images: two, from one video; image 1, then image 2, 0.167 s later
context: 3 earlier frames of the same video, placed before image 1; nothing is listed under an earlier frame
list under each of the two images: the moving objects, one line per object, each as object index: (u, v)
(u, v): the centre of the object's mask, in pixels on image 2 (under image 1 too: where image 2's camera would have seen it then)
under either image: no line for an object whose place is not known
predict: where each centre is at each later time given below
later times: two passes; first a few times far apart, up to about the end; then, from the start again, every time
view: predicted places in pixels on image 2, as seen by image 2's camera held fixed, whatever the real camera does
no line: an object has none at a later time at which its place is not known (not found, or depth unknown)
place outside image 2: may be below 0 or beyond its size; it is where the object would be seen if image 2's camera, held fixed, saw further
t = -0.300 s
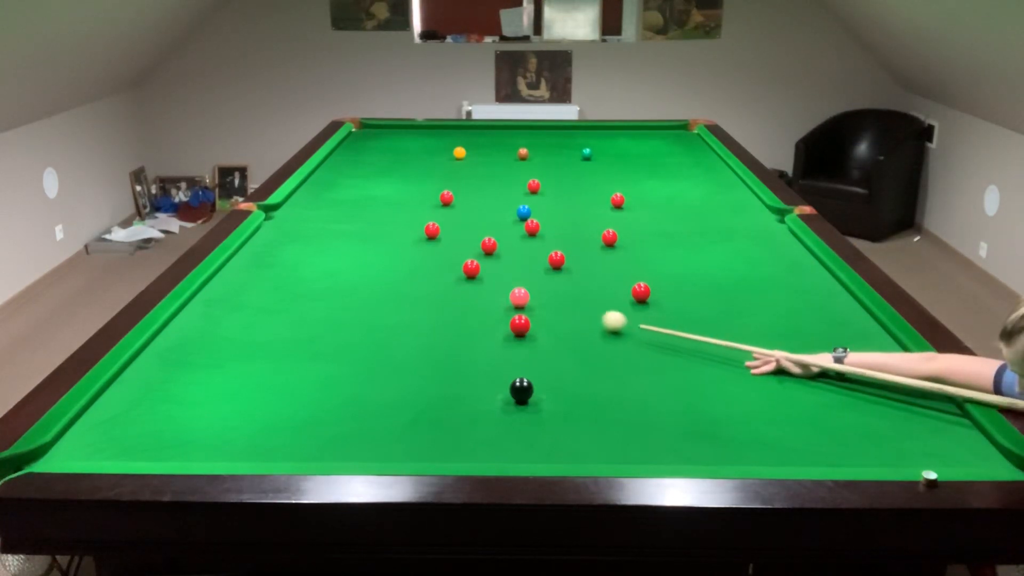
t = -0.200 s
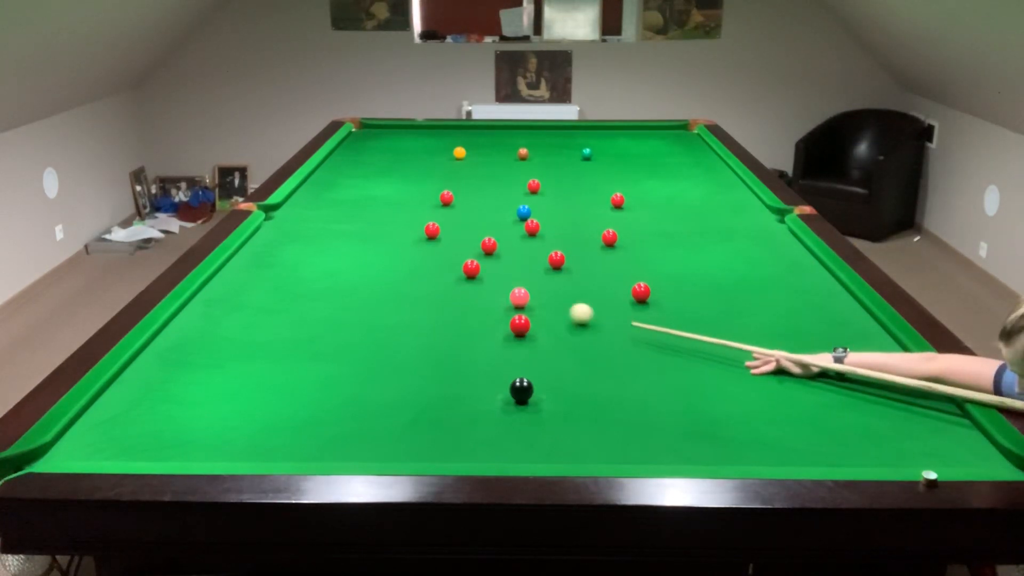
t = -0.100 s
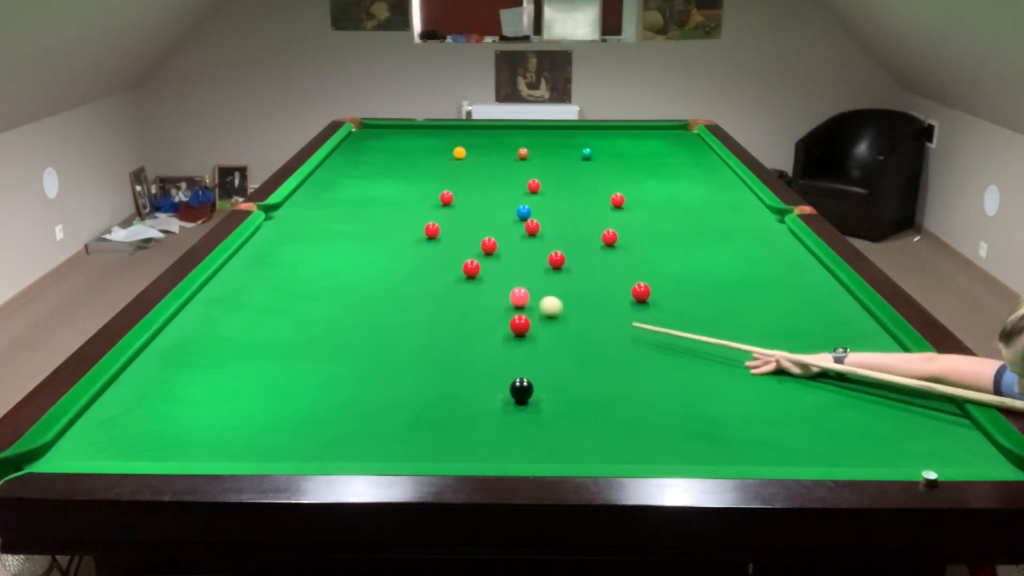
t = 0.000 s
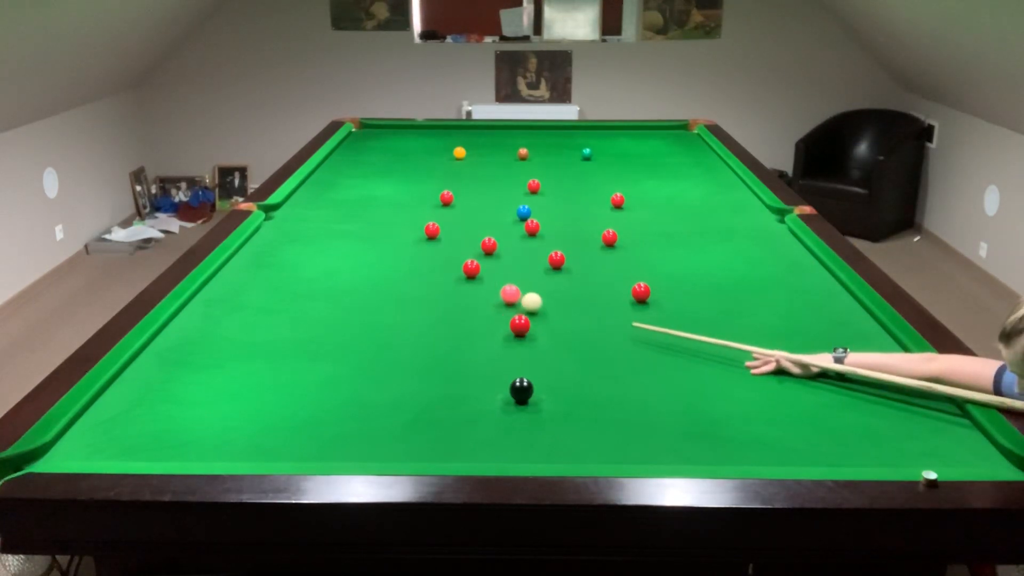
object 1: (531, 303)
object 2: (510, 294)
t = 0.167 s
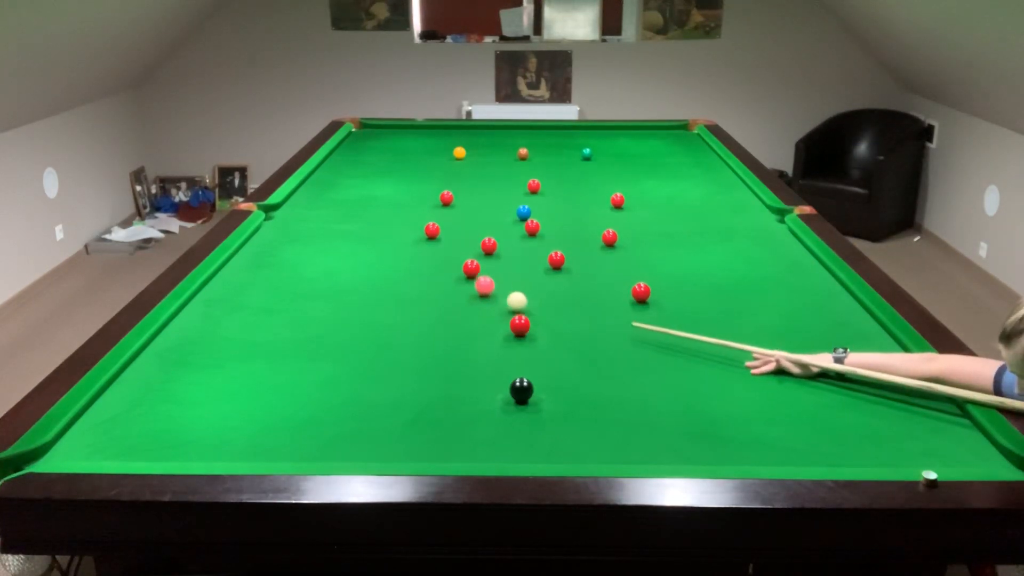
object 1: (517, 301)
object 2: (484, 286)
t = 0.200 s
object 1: (514, 302)
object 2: (480, 284)
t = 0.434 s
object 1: (495, 300)
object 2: (450, 274)
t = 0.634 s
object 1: (480, 300)
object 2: (426, 266)
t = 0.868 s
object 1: (465, 299)
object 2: (401, 258)
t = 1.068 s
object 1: (454, 297)
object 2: (381, 251)
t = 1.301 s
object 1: (443, 296)
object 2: (361, 244)
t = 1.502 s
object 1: (435, 296)
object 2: (345, 239)
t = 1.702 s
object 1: (428, 295)
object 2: (329, 234)
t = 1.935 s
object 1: (422, 294)
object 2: (313, 228)
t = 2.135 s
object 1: (419, 294)
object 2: (300, 224)
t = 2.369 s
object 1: (416, 294)
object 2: (287, 220)
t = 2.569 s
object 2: (276, 216)
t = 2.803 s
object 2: (267, 213)
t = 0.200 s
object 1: (514, 302)
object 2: (480, 284)
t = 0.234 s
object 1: (511, 301)
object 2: (475, 283)
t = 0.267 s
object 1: (508, 301)
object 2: (471, 281)
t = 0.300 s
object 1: (505, 301)
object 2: (467, 280)
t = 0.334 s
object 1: (503, 301)
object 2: (462, 278)
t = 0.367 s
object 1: (500, 301)
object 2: (458, 277)
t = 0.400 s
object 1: (497, 301)
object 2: (453, 276)
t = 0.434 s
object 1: (495, 300)
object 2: (450, 274)
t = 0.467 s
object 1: (492, 300)
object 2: (445, 273)
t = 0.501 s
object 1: (490, 300)
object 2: (441, 271)
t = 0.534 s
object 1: (487, 300)
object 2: (437, 270)
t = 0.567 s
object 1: (485, 300)
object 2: (433, 269)
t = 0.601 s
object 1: (482, 300)
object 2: (430, 268)
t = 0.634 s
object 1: (480, 300)
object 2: (426, 266)
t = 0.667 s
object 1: (478, 299)
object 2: (422, 265)
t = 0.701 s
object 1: (475, 299)
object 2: (419, 264)
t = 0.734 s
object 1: (473, 299)
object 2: (415, 262)
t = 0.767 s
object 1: (471, 299)
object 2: (411, 261)
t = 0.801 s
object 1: (469, 299)
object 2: (408, 260)
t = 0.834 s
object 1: (467, 299)
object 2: (404, 259)
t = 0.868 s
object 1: (465, 299)
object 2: (401, 258)
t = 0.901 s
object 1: (463, 299)
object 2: (398, 257)
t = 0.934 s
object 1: (461, 298)
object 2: (394, 255)
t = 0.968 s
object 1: (459, 298)
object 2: (391, 254)
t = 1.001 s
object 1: (457, 298)
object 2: (388, 253)
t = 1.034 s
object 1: (455, 298)
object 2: (385, 252)
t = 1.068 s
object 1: (454, 297)
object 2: (381, 251)
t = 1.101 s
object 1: (452, 297)
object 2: (378, 250)
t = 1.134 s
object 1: (450, 297)
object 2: (375, 249)
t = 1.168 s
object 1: (449, 297)
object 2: (372, 248)
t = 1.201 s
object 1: (447, 297)
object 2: (369, 247)
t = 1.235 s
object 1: (446, 297)
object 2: (366, 246)
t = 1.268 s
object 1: (444, 297)
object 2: (364, 245)
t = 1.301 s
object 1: (443, 296)
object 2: (361, 244)
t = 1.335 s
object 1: (441, 296)
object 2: (358, 243)
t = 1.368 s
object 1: (440, 296)
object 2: (355, 242)
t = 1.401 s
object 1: (438, 296)
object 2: (353, 241)
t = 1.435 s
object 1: (437, 296)
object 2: (350, 240)
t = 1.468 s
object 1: (436, 296)
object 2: (347, 239)
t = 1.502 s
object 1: (435, 296)
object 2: (345, 239)
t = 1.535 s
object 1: (434, 296)
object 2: (342, 238)
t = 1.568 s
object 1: (432, 295)
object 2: (339, 237)
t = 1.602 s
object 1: (431, 295)
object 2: (337, 236)
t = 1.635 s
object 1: (430, 295)
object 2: (334, 235)
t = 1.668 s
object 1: (429, 295)
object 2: (332, 234)
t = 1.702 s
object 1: (428, 295)
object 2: (329, 234)
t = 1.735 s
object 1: (427, 295)
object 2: (327, 233)
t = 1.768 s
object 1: (426, 295)
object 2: (325, 232)
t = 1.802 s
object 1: (426, 295)
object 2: (322, 231)
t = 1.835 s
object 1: (425, 295)
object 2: (320, 231)
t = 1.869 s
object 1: (424, 295)
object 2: (317, 230)
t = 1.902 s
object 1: (423, 295)
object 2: (315, 229)
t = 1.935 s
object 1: (422, 294)
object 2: (313, 228)
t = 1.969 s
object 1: (422, 294)
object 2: (311, 228)
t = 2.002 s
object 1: (421, 294)
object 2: (309, 227)
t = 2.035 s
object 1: (420, 294)
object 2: (307, 226)
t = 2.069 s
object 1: (420, 294)
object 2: (304, 225)
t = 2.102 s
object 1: (419, 294)
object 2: (303, 225)
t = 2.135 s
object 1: (419, 294)
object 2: (300, 224)
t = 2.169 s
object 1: (419, 294)
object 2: (298, 223)
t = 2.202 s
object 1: (418, 294)
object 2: (296, 223)
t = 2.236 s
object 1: (418, 294)
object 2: (294, 222)
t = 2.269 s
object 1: (417, 294)
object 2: (293, 221)
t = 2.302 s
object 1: (417, 294)
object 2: (290, 221)
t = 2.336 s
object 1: (417, 294)
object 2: (289, 220)
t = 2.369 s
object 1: (416, 294)
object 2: (287, 220)
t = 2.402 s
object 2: (285, 219)
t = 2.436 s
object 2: (283, 218)
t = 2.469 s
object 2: (281, 218)
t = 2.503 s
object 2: (280, 217)
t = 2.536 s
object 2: (278, 216)
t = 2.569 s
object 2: (276, 216)
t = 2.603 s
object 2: (274, 215)
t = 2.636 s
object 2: (273, 214)
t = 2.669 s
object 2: (271, 214)
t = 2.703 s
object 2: (270, 213)
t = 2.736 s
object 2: (269, 213)
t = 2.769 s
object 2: (268, 212)
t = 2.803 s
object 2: (267, 213)
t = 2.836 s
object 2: (266, 215)
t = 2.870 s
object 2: (266, 219)
